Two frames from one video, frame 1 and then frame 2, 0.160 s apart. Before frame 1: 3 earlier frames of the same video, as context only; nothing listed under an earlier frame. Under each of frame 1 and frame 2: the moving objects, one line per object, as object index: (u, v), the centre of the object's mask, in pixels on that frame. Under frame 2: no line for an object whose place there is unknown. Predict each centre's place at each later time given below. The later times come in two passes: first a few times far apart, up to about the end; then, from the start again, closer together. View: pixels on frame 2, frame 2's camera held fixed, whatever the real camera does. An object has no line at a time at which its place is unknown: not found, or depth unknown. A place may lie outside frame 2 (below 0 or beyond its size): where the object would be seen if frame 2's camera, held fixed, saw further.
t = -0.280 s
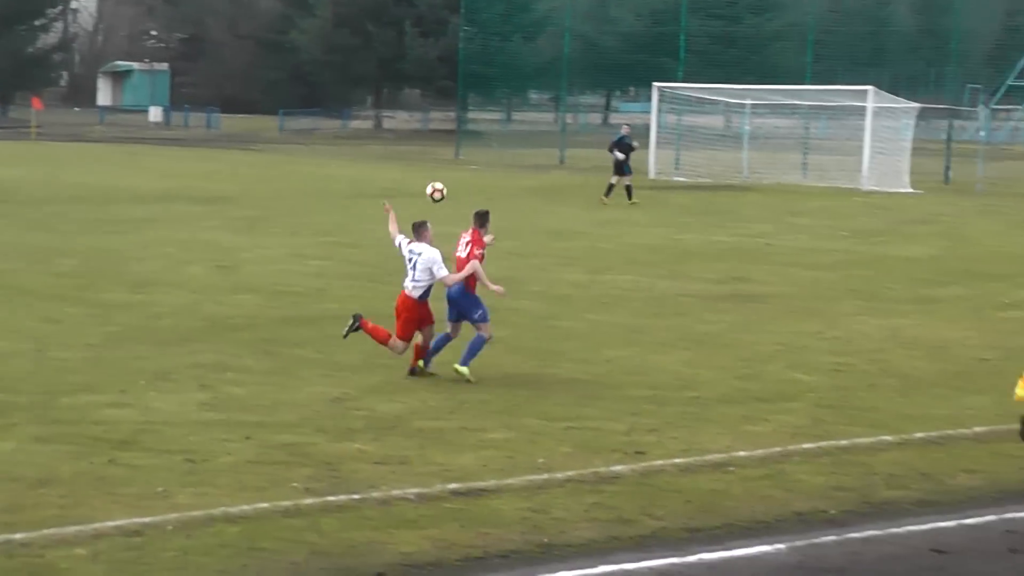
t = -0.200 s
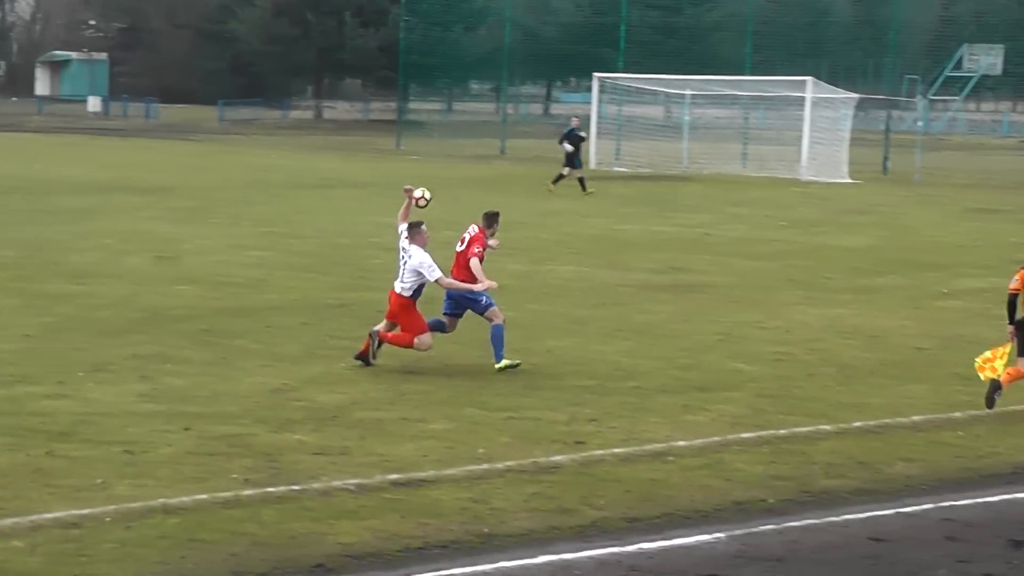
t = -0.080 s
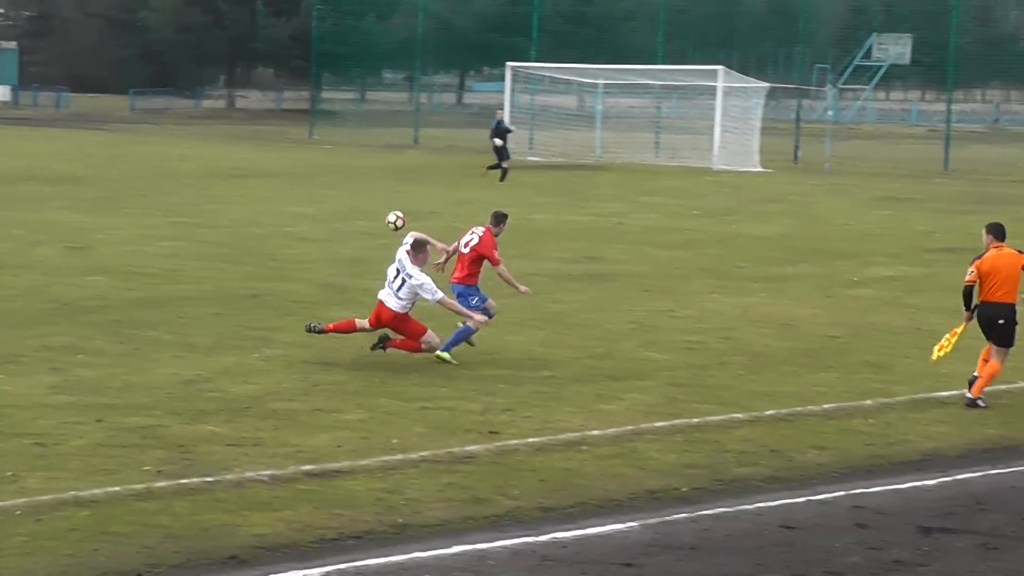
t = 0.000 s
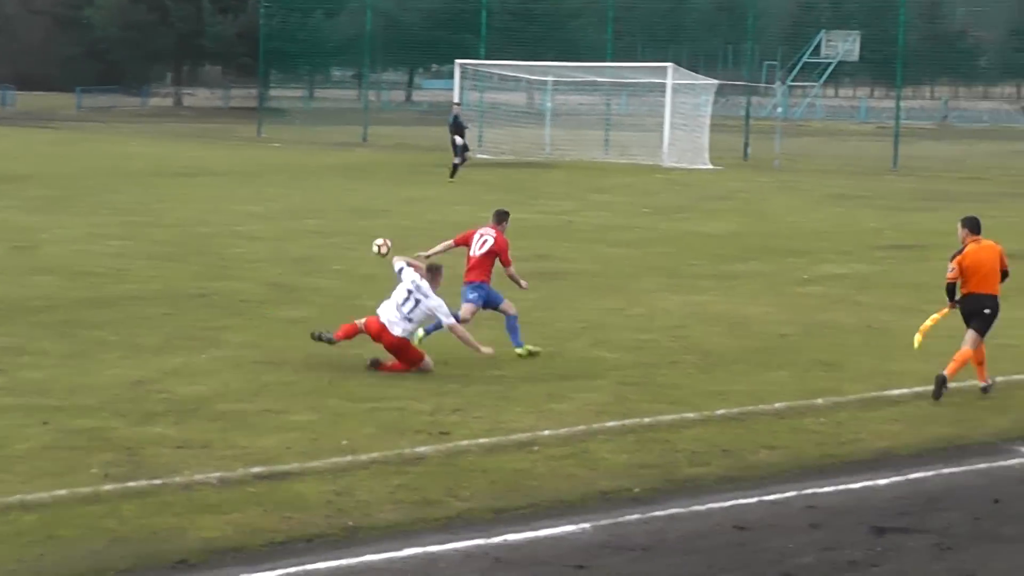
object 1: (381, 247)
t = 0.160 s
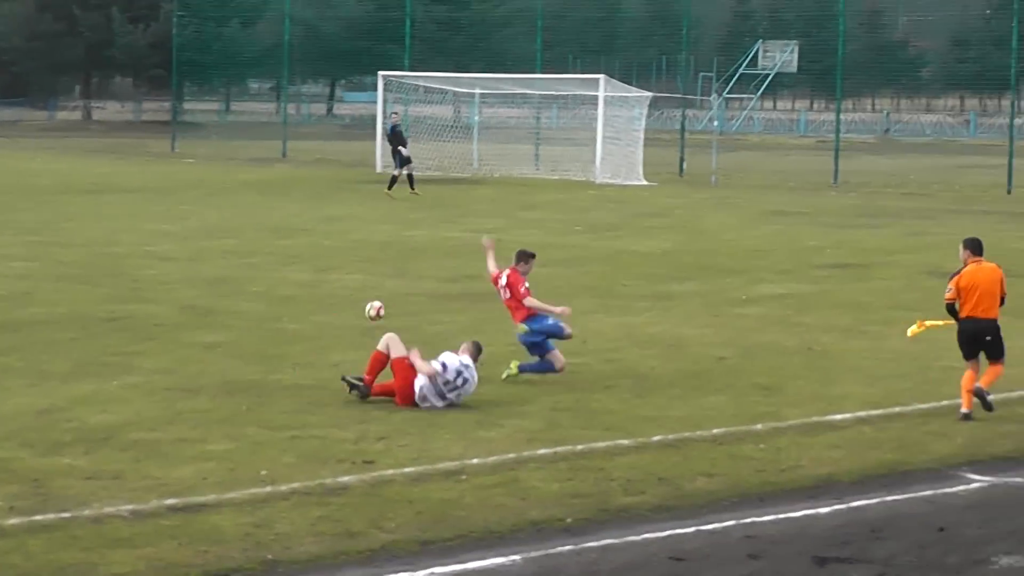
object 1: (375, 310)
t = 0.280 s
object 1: (429, 283)
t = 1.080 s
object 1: (725, 262)
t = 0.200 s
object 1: (391, 298)
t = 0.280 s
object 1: (429, 283)
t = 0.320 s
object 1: (448, 276)
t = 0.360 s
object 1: (464, 270)
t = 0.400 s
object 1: (482, 266)
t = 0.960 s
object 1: (689, 271)
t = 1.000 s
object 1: (701, 267)
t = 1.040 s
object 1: (712, 263)
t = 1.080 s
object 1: (725, 262)
